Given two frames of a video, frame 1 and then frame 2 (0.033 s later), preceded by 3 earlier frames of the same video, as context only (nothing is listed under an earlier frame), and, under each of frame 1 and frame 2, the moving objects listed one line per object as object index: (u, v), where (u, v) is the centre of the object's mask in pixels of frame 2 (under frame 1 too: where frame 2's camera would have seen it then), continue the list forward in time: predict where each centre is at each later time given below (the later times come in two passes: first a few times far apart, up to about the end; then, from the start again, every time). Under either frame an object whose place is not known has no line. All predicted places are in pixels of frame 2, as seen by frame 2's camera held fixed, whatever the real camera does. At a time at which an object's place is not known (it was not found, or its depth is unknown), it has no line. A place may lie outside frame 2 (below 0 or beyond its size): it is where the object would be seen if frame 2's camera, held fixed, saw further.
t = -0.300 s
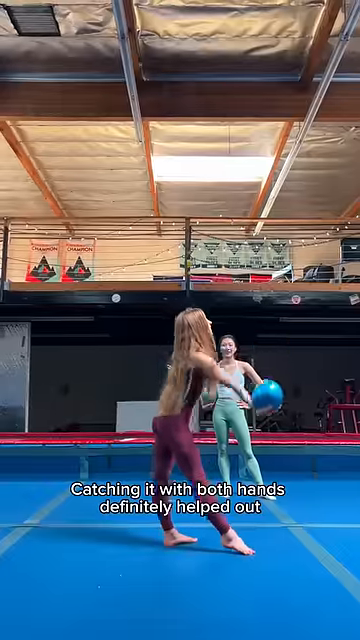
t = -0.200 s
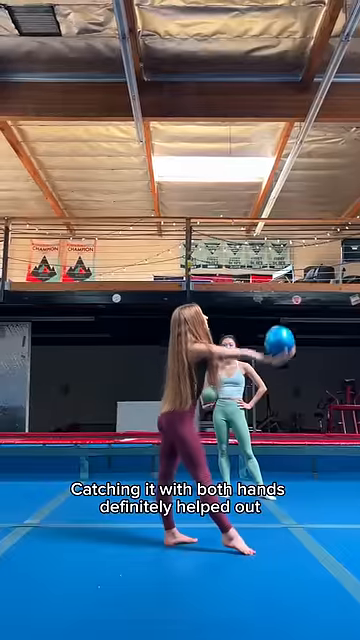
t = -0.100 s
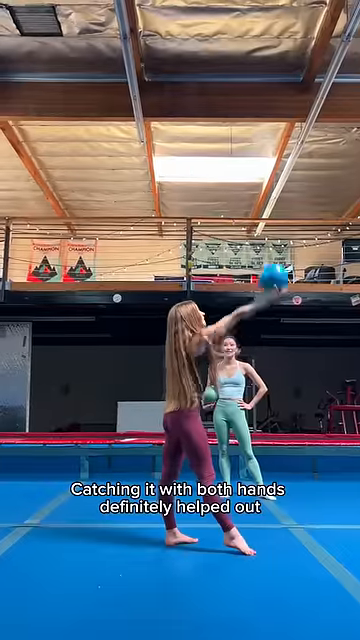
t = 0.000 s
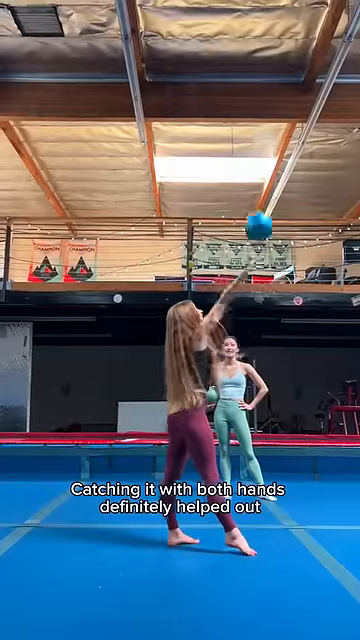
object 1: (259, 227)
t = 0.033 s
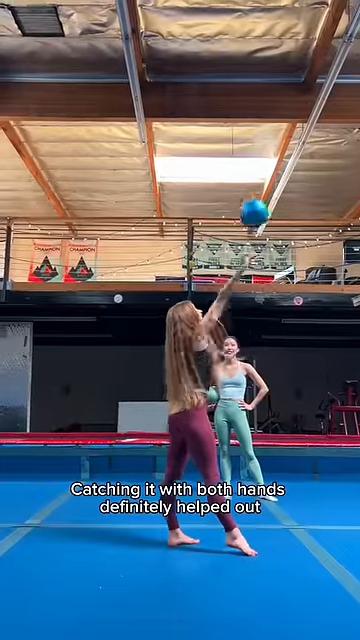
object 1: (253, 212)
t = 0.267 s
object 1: (221, 167)
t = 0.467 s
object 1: (194, 189)
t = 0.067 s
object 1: (249, 202)
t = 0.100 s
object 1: (244, 192)
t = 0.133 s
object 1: (240, 184)
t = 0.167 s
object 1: (235, 177)
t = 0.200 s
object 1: (230, 173)
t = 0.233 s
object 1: (226, 169)
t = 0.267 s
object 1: (221, 167)
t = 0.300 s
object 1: (217, 167)
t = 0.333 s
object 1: (212, 168)
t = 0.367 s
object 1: (208, 171)
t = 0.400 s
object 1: (203, 176)
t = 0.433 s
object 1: (198, 182)
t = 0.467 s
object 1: (194, 189)
